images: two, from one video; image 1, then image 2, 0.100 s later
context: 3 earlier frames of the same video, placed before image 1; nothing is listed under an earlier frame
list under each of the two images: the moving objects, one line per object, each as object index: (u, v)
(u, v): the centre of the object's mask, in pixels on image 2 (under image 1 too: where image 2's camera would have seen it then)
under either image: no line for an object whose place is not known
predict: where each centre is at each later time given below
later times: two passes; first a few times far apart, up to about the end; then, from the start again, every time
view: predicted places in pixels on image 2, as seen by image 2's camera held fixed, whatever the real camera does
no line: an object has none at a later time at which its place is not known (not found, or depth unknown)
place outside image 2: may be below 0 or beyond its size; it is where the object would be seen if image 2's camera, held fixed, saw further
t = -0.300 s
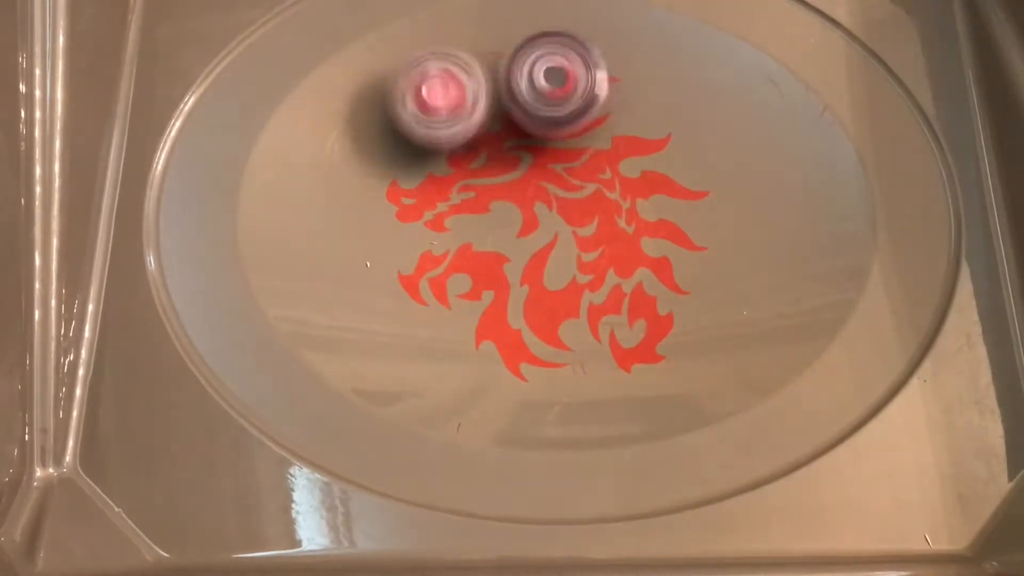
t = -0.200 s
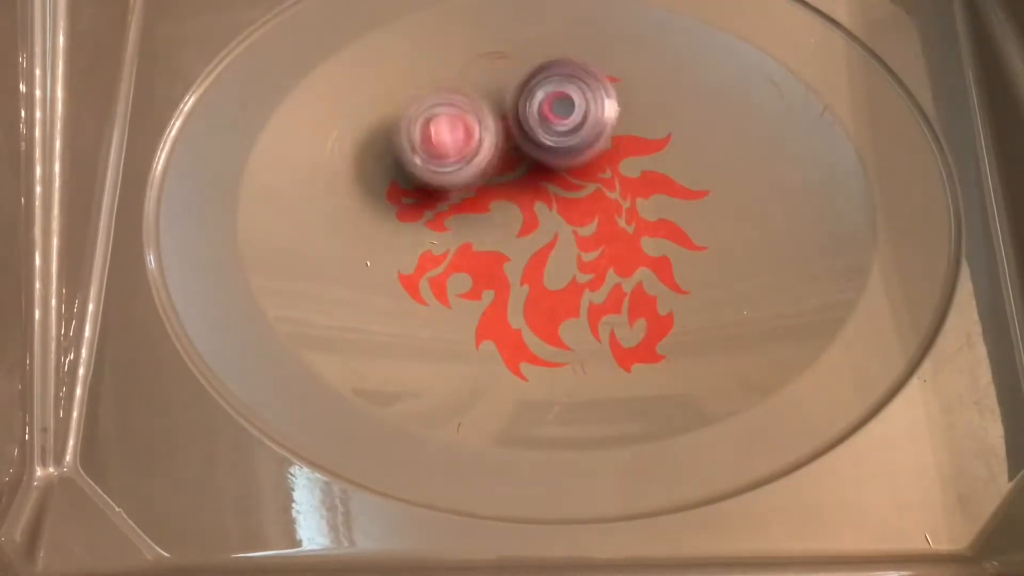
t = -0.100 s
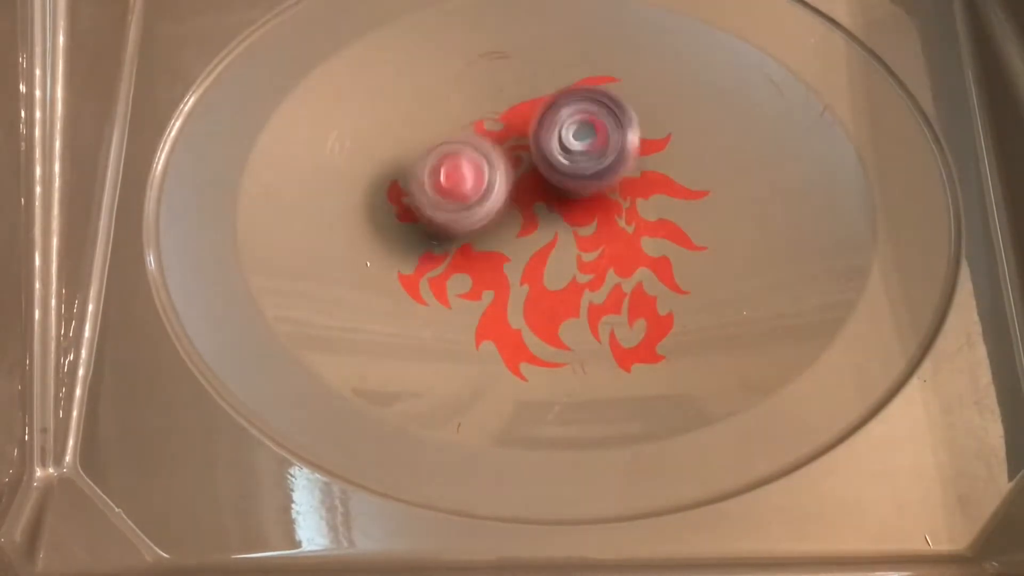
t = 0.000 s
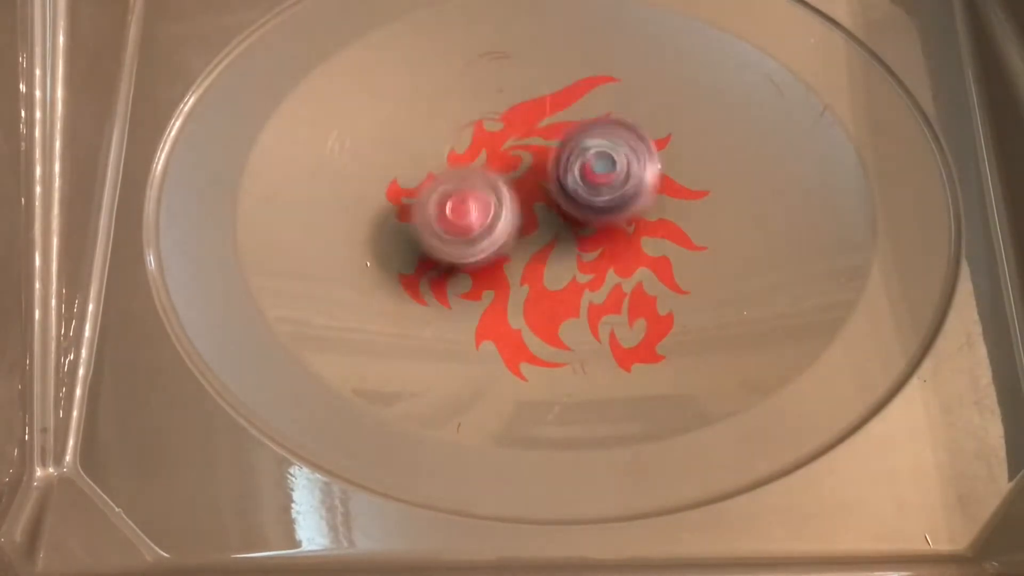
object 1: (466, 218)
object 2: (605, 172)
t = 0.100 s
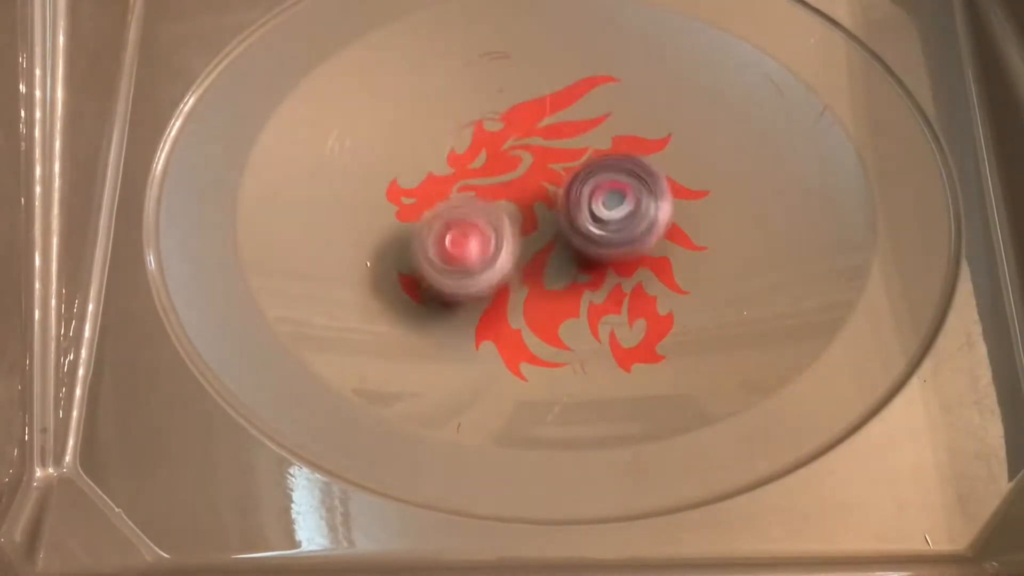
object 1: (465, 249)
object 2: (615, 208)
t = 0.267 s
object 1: (470, 298)
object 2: (615, 269)
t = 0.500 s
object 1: (482, 313)
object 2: (617, 325)
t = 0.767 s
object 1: (494, 279)
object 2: (634, 268)
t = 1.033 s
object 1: (517, 195)
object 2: (690, 201)
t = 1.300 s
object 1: (553, 152)
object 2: (729, 135)
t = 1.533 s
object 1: (550, 147)
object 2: (718, 127)
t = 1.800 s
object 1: (525, 133)
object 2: (653, 173)
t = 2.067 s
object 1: (468, 88)
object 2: (576, 168)
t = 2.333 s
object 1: (476, 85)
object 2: (545, 228)
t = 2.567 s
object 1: (521, 151)
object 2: (497, 281)
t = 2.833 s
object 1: (556, 175)
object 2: (491, 241)
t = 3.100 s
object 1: (592, 206)
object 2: (444, 192)
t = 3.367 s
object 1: (596, 207)
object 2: (446, 192)
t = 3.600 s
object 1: (592, 206)
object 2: (486, 231)
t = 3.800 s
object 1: (604, 210)
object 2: (483, 237)
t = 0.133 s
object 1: (464, 260)
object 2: (618, 220)
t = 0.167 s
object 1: (466, 271)
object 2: (618, 234)
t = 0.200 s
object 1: (468, 282)
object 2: (618, 245)
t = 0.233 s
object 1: (468, 291)
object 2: (617, 257)
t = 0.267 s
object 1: (470, 298)
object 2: (615, 269)
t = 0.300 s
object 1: (472, 304)
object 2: (611, 281)
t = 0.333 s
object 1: (472, 307)
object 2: (608, 291)
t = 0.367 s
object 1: (474, 310)
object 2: (607, 299)
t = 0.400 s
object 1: (477, 313)
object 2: (607, 307)
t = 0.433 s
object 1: (481, 315)
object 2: (607, 315)
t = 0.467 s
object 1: (483, 315)
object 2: (609, 322)
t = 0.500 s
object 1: (482, 313)
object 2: (617, 325)
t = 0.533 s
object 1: (484, 309)
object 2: (625, 323)
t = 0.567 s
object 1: (486, 307)
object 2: (632, 317)
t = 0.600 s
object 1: (487, 304)
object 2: (634, 308)
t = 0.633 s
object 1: (492, 303)
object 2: (632, 299)
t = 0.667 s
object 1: (495, 300)
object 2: (629, 289)
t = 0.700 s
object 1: (500, 294)
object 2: (623, 279)
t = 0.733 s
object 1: (505, 291)
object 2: (617, 272)
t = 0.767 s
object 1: (494, 279)
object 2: (634, 268)
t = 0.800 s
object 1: (485, 266)
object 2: (647, 262)
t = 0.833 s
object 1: (486, 256)
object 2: (653, 256)
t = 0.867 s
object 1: (486, 245)
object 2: (660, 248)
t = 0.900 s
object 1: (490, 235)
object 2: (668, 238)
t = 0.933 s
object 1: (496, 224)
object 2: (674, 228)
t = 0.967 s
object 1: (501, 212)
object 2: (680, 219)
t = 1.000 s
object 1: (511, 202)
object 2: (685, 209)
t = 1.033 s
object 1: (517, 195)
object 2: (690, 201)
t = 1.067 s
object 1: (527, 186)
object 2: (693, 188)
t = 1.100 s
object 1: (538, 179)
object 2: (696, 181)
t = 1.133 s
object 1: (549, 172)
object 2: (697, 170)
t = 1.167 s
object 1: (561, 168)
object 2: (696, 161)
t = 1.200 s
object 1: (572, 164)
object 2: (693, 151)
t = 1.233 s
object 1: (573, 161)
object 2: (703, 144)
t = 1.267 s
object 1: (559, 156)
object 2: (722, 140)
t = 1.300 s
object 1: (553, 152)
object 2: (729, 135)
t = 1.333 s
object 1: (551, 150)
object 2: (734, 129)
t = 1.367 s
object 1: (552, 148)
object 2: (740, 124)
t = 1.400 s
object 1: (551, 149)
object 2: (742, 120)
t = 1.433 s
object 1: (550, 148)
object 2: (741, 118)
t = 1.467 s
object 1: (549, 147)
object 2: (736, 117)
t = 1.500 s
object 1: (551, 146)
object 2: (729, 121)
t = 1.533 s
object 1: (550, 147)
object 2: (718, 127)
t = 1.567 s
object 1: (550, 146)
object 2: (709, 132)
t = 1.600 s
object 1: (550, 146)
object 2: (701, 136)
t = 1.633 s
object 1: (552, 148)
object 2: (690, 142)
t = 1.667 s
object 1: (549, 148)
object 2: (679, 147)
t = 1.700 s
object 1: (549, 148)
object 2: (669, 153)
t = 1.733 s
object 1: (549, 147)
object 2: (657, 157)
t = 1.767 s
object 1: (542, 142)
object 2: (652, 164)
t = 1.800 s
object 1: (525, 133)
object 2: (653, 173)
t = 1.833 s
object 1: (514, 127)
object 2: (651, 181)
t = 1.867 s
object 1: (504, 121)
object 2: (643, 186)
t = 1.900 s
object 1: (496, 116)
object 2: (630, 187)
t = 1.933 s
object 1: (489, 110)
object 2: (618, 184)
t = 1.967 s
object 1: (481, 104)
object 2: (607, 182)
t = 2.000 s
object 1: (475, 97)
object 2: (596, 179)
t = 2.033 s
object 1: (470, 90)
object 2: (585, 174)
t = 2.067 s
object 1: (468, 88)
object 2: (576, 168)
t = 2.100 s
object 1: (468, 89)
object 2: (566, 162)
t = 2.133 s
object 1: (468, 93)
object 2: (558, 154)
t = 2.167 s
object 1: (468, 83)
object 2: (556, 172)
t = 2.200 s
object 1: (467, 69)
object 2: (558, 196)
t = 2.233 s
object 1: (467, 56)
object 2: (556, 213)
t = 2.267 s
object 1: (472, 61)
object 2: (554, 223)
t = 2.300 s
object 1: (477, 70)
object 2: (548, 228)
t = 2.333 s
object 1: (476, 85)
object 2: (545, 228)
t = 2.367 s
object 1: (478, 100)
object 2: (545, 230)
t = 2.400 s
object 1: (481, 113)
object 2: (545, 233)
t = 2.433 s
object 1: (486, 133)
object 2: (537, 238)
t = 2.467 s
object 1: (489, 147)
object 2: (529, 240)
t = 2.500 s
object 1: (496, 149)
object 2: (521, 256)
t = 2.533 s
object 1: (506, 147)
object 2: (507, 272)
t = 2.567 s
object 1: (521, 151)
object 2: (497, 281)
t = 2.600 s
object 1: (530, 157)
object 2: (491, 281)
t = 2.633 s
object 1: (536, 160)
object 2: (489, 277)
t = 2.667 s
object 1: (540, 166)
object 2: (492, 267)
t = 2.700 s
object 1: (544, 168)
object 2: (495, 261)
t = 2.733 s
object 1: (546, 169)
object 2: (495, 253)
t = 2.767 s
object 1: (546, 174)
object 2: (496, 247)
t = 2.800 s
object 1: (550, 174)
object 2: (494, 244)
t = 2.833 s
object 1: (556, 175)
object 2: (491, 241)
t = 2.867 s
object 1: (560, 178)
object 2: (487, 233)
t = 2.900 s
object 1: (567, 183)
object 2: (483, 229)
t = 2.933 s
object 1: (573, 187)
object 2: (479, 223)
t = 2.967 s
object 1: (579, 188)
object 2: (472, 215)
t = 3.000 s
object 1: (582, 191)
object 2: (469, 206)
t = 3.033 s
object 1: (584, 195)
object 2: (464, 200)
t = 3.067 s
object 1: (587, 201)
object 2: (452, 193)
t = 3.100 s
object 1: (592, 206)
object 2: (444, 192)
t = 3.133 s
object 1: (598, 208)
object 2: (439, 192)
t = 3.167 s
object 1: (603, 209)
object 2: (435, 193)
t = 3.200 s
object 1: (608, 209)
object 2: (433, 193)
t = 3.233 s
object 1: (610, 209)
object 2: (432, 193)
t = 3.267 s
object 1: (609, 209)
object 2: (433, 193)
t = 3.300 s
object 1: (605, 210)
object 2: (436, 192)
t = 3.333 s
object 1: (601, 209)
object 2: (441, 192)
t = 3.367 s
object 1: (596, 207)
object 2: (446, 192)
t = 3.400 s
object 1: (591, 206)
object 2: (456, 192)
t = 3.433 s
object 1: (588, 204)
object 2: (466, 196)
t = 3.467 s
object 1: (585, 201)
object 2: (473, 202)
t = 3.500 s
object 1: (586, 201)
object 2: (480, 210)
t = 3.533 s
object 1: (587, 204)
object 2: (485, 219)
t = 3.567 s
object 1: (589, 205)
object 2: (487, 227)
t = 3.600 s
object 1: (592, 206)
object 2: (486, 231)
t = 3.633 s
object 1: (594, 207)
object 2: (485, 234)
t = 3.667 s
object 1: (597, 208)
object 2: (484, 236)
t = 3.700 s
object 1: (600, 209)
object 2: (483, 237)
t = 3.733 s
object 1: (602, 209)
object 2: (483, 237)
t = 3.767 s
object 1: (603, 210)
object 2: (483, 238)
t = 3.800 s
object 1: (604, 210)
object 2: (483, 237)
